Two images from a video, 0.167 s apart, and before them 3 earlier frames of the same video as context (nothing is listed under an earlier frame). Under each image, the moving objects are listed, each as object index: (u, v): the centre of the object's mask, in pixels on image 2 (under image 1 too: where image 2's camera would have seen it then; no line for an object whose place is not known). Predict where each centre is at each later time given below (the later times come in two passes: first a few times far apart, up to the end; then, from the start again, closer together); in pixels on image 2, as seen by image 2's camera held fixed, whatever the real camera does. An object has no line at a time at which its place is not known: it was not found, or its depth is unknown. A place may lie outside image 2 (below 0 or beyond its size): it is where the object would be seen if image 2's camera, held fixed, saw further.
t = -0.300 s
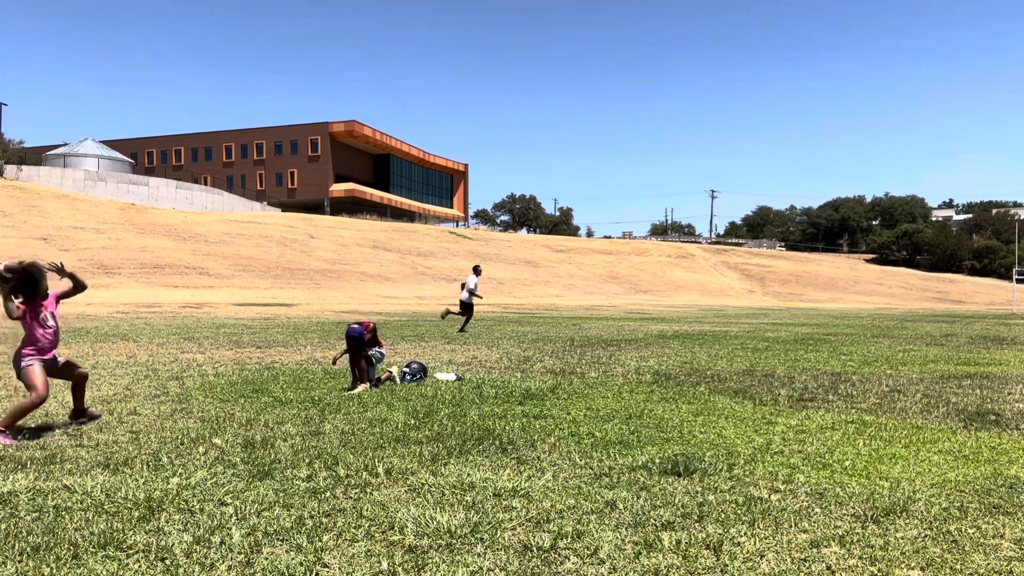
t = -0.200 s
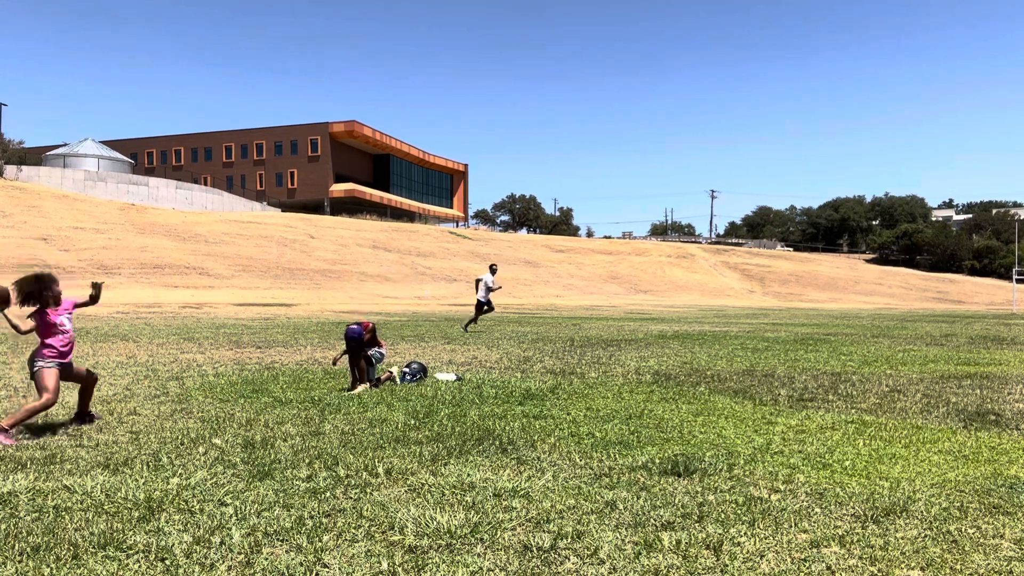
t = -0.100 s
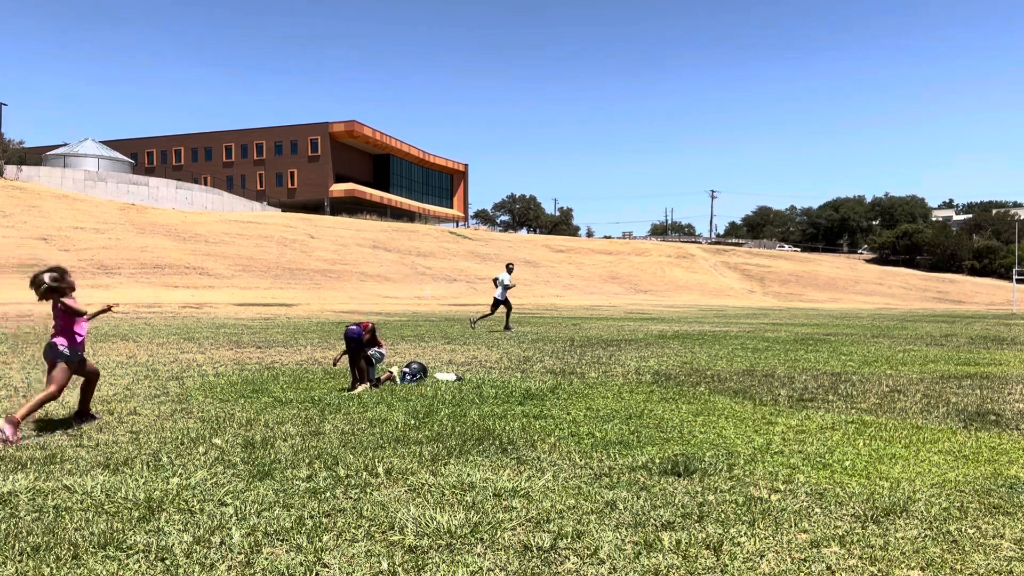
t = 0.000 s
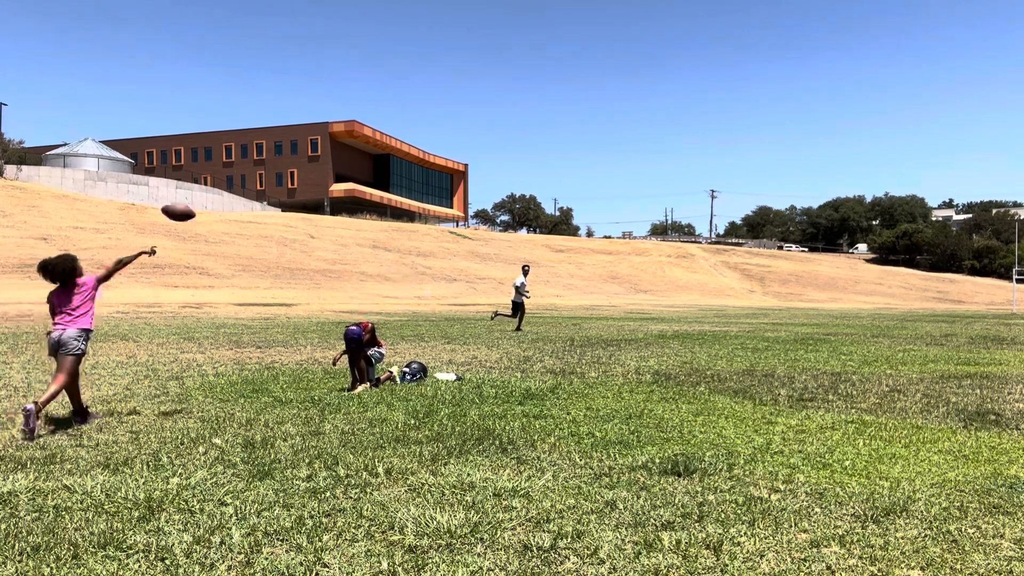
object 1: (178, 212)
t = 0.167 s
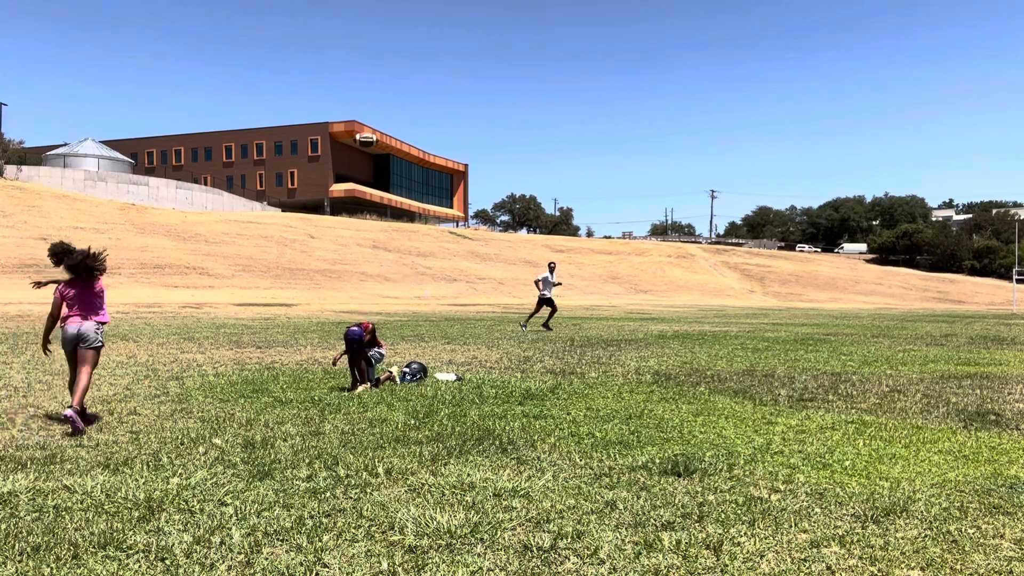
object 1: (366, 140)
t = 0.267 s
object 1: (446, 122)
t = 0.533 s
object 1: (599, 124)
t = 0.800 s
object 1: (699, 169)
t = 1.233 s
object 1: (805, 287)
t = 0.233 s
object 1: (422, 126)
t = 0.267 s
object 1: (446, 122)
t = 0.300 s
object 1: (470, 118)
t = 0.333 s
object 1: (492, 116)
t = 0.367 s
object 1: (512, 115)
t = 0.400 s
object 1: (532, 115)
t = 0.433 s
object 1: (550, 116)
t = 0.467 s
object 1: (567, 118)
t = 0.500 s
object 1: (583, 121)
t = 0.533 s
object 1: (599, 124)
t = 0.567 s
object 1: (614, 128)
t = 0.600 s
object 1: (628, 132)
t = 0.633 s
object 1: (641, 137)
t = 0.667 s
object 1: (654, 143)
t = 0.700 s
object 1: (666, 149)
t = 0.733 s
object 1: (677, 155)
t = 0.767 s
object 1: (689, 162)
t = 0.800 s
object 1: (699, 169)
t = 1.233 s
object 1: (805, 287)
